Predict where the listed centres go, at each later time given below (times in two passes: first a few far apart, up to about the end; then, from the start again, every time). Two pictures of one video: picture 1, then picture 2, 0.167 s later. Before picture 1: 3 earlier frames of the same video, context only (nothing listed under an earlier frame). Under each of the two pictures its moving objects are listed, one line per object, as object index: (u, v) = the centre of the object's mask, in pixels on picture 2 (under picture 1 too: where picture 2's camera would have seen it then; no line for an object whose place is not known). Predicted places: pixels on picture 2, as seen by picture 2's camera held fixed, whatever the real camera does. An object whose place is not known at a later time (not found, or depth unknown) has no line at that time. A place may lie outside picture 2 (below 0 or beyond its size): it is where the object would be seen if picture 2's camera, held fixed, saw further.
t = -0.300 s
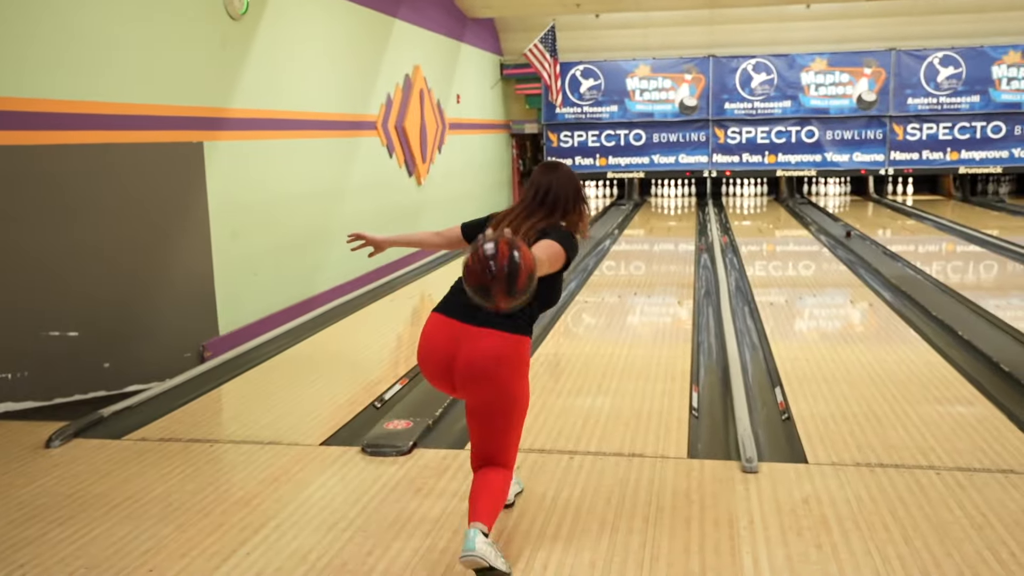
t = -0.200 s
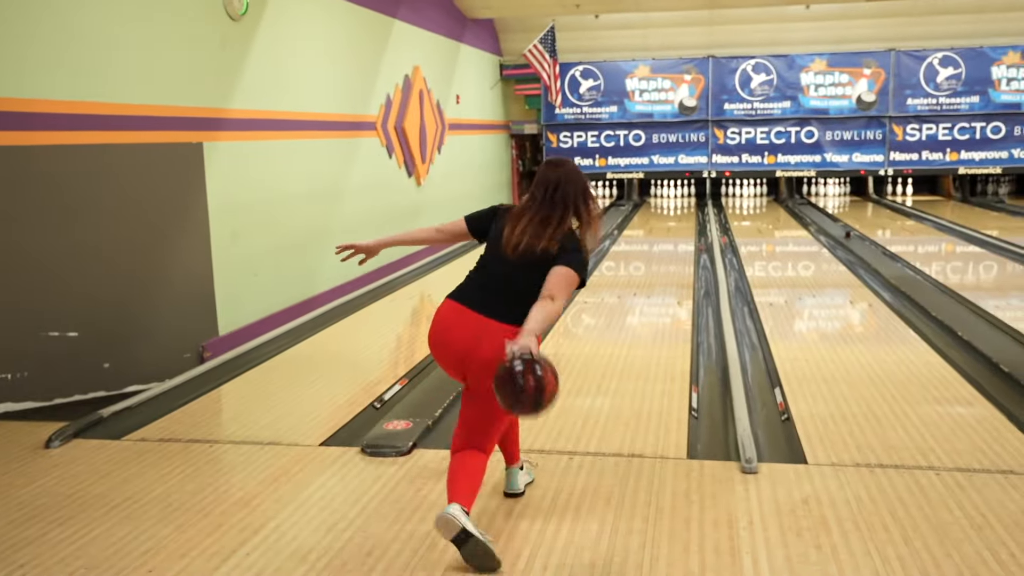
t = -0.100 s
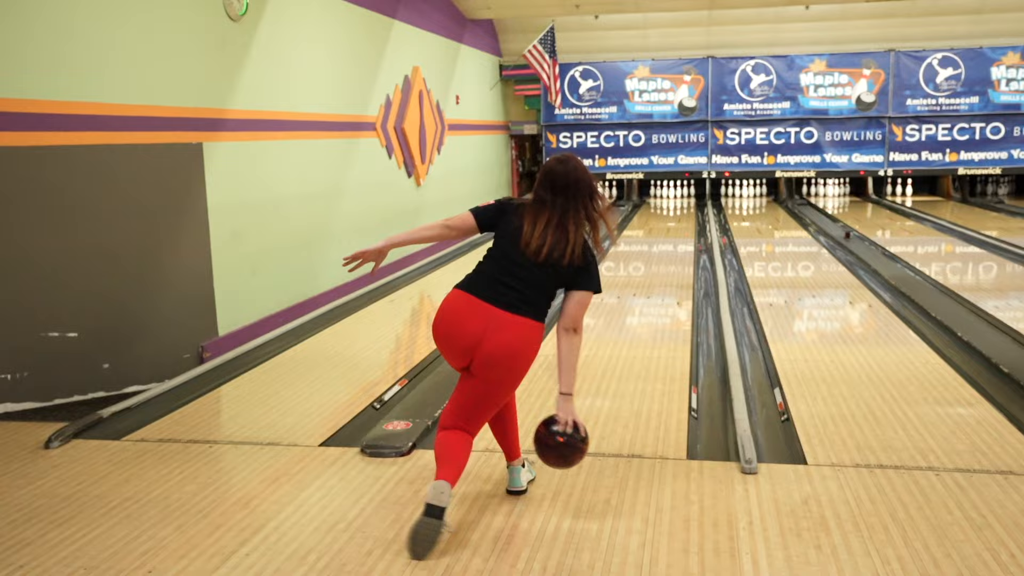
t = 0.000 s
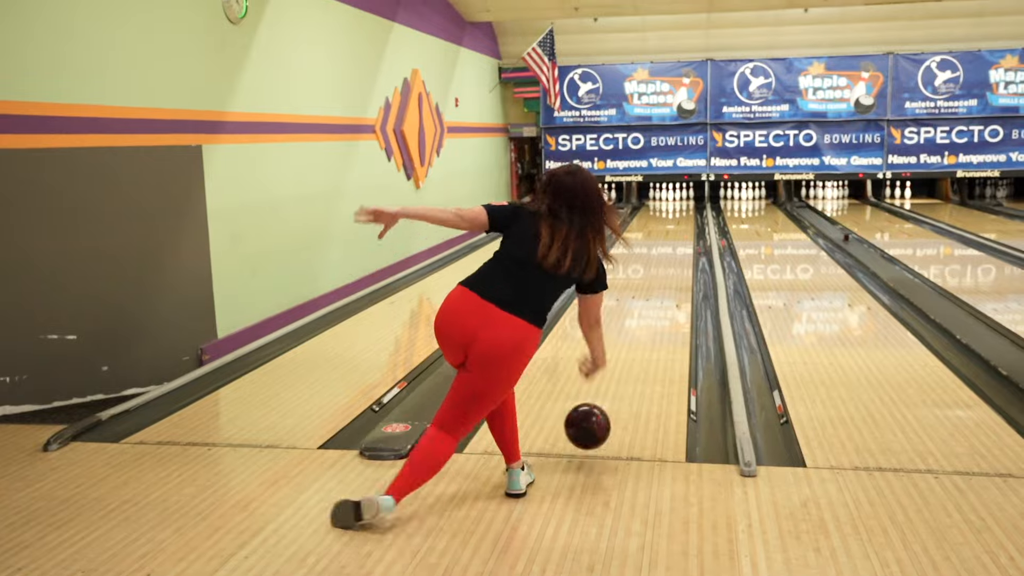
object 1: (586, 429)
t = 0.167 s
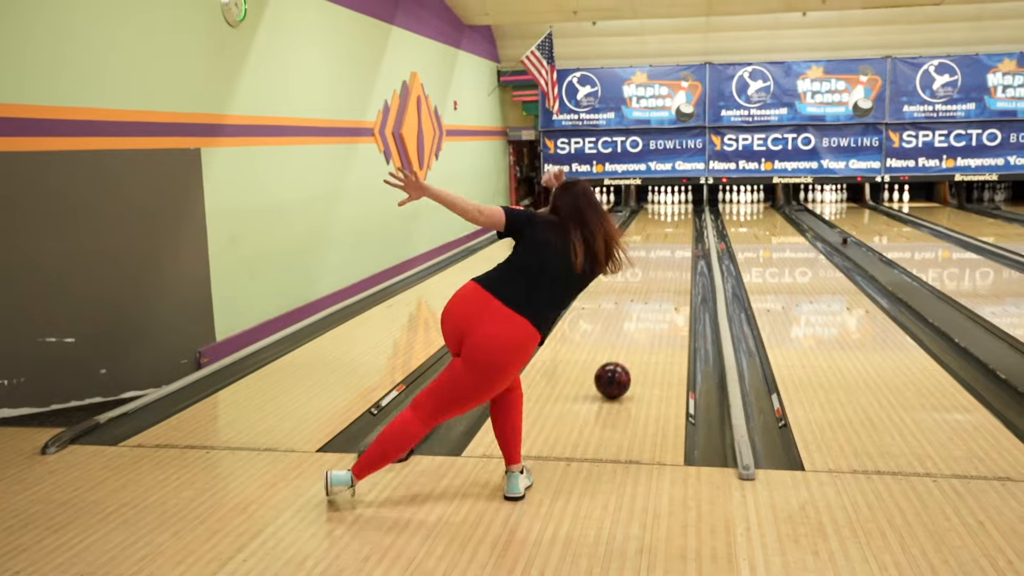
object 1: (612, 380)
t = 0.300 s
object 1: (627, 346)
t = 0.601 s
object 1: (647, 295)
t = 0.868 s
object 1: (658, 267)
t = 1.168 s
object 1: (666, 246)
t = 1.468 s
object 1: (671, 231)
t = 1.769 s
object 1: (675, 219)
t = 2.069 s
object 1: (677, 211)
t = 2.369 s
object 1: (675, 204)
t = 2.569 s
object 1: (672, 201)
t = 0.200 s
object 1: (616, 371)
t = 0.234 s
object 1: (620, 362)
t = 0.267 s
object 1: (624, 353)
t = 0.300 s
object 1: (627, 346)
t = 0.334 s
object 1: (630, 339)
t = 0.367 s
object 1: (632, 332)
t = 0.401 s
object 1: (635, 326)
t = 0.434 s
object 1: (637, 320)
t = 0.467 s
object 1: (640, 314)
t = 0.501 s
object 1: (641, 309)
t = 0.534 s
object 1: (644, 304)
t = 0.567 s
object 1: (646, 299)
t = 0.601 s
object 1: (647, 295)
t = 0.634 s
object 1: (654, 292)
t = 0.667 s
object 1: (650, 287)
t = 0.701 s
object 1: (652, 284)
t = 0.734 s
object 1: (653, 280)
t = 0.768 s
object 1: (654, 277)
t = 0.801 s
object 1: (656, 273)
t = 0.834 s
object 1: (657, 270)
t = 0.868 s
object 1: (658, 267)
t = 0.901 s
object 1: (659, 265)
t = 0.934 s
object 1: (660, 262)
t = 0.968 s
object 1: (661, 259)
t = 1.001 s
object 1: (662, 257)
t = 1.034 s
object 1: (663, 254)
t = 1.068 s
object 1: (664, 252)
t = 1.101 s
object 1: (664, 250)
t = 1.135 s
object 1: (665, 248)
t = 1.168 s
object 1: (666, 246)
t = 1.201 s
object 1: (667, 244)
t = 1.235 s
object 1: (667, 242)
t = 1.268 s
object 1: (668, 240)
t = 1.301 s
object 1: (669, 238)
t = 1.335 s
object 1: (669, 237)
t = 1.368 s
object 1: (670, 235)
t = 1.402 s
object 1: (670, 234)
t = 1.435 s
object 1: (671, 232)
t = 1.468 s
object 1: (671, 231)
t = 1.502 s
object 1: (672, 229)
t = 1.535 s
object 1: (672, 228)
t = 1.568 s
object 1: (673, 227)
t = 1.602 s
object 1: (673, 225)
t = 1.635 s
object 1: (673, 224)
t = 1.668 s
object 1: (674, 223)
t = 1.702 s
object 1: (674, 221)
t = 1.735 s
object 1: (675, 220)
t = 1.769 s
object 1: (675, 219)
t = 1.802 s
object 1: (675, 218)
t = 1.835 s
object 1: (676, 217)
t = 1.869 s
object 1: (676, 216)
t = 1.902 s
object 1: (676, 215)
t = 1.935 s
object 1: (676, 214)
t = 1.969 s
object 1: (676, 213)
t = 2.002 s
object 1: (677, 212)
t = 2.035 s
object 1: (677, 211)
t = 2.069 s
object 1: (677, 211)
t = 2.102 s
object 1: (677, 210)
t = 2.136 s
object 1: (677, 209)
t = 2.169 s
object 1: (677, 208)
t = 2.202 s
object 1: (676, 207)
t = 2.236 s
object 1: (676, 206)
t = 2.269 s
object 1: (676, 206)
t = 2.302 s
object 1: (676, 205)
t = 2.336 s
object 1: (676, 205)
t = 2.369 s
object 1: (675, 204)
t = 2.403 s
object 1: (675, 204)
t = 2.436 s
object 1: (675, 203)
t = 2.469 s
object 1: (675, 203)
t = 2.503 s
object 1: (674, 202)
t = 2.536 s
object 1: (674, 201)
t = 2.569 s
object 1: (672, 201)
